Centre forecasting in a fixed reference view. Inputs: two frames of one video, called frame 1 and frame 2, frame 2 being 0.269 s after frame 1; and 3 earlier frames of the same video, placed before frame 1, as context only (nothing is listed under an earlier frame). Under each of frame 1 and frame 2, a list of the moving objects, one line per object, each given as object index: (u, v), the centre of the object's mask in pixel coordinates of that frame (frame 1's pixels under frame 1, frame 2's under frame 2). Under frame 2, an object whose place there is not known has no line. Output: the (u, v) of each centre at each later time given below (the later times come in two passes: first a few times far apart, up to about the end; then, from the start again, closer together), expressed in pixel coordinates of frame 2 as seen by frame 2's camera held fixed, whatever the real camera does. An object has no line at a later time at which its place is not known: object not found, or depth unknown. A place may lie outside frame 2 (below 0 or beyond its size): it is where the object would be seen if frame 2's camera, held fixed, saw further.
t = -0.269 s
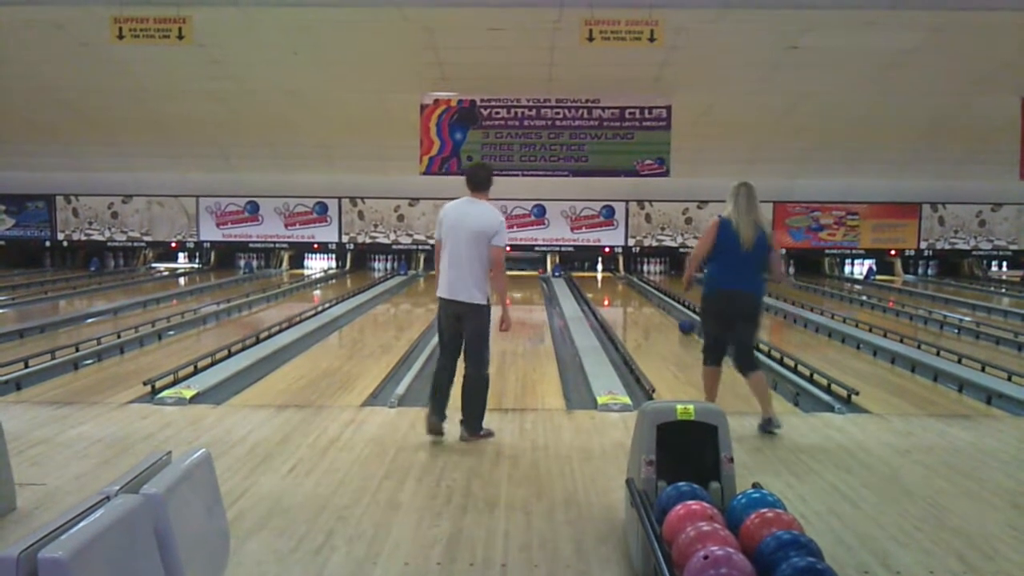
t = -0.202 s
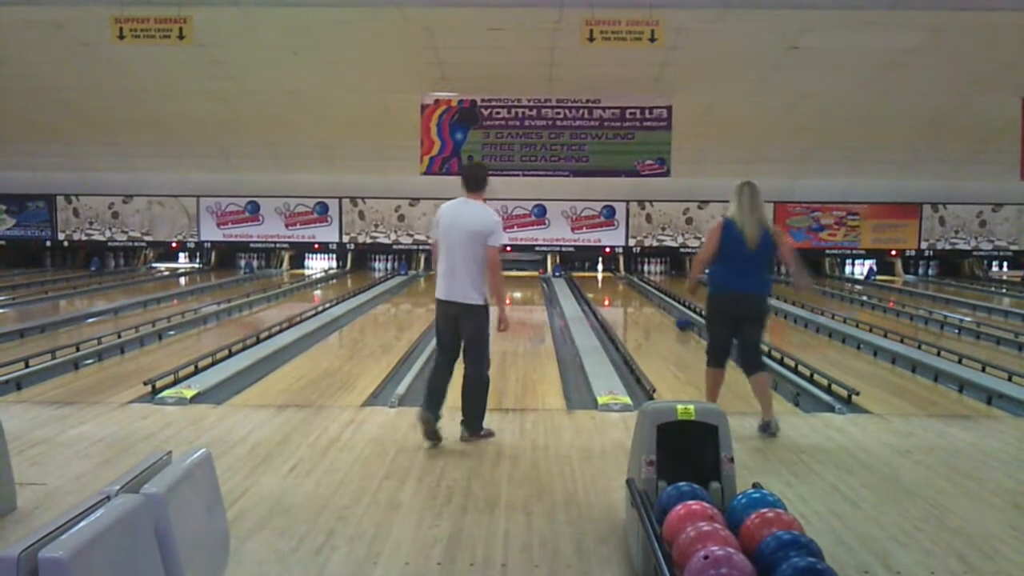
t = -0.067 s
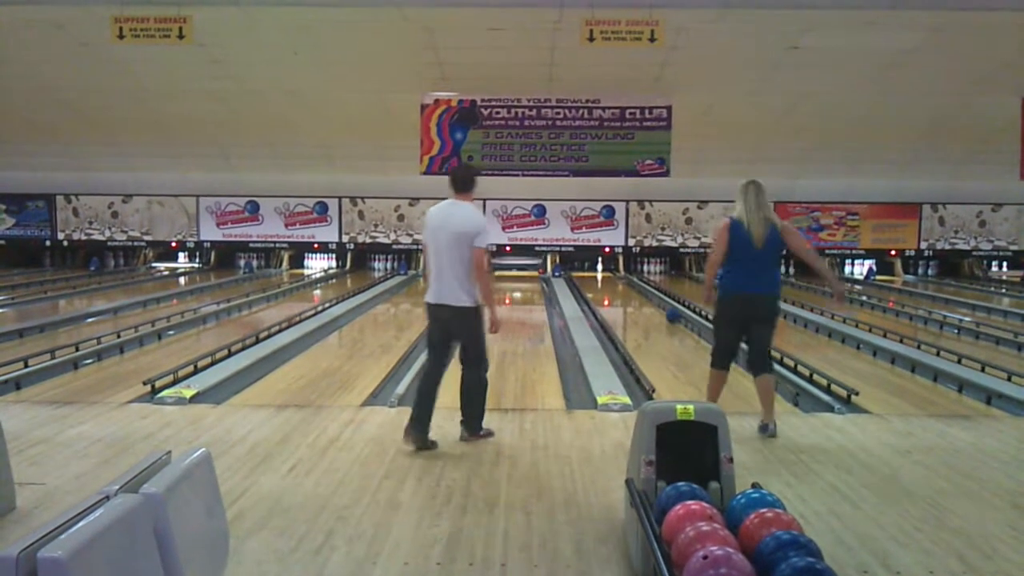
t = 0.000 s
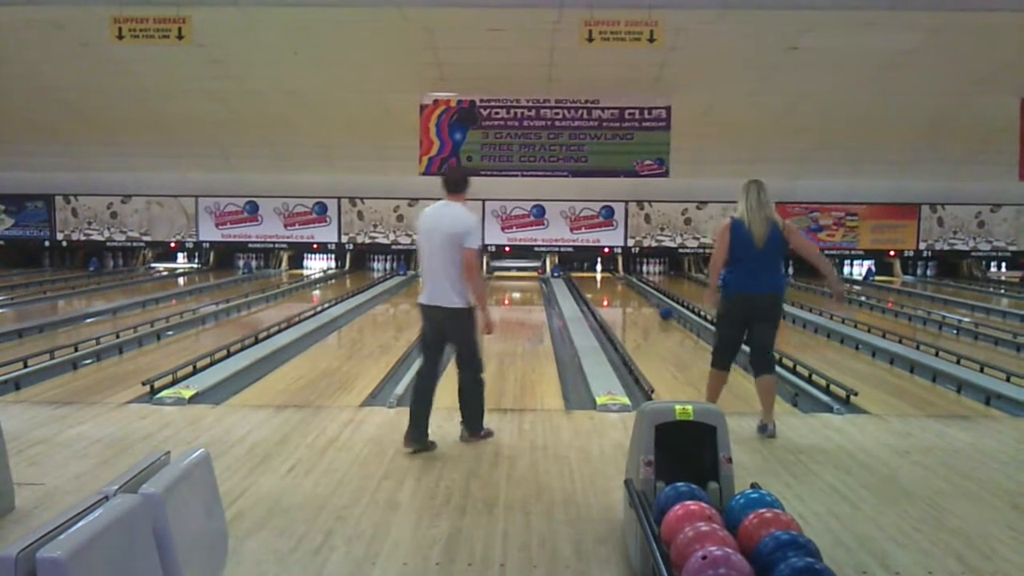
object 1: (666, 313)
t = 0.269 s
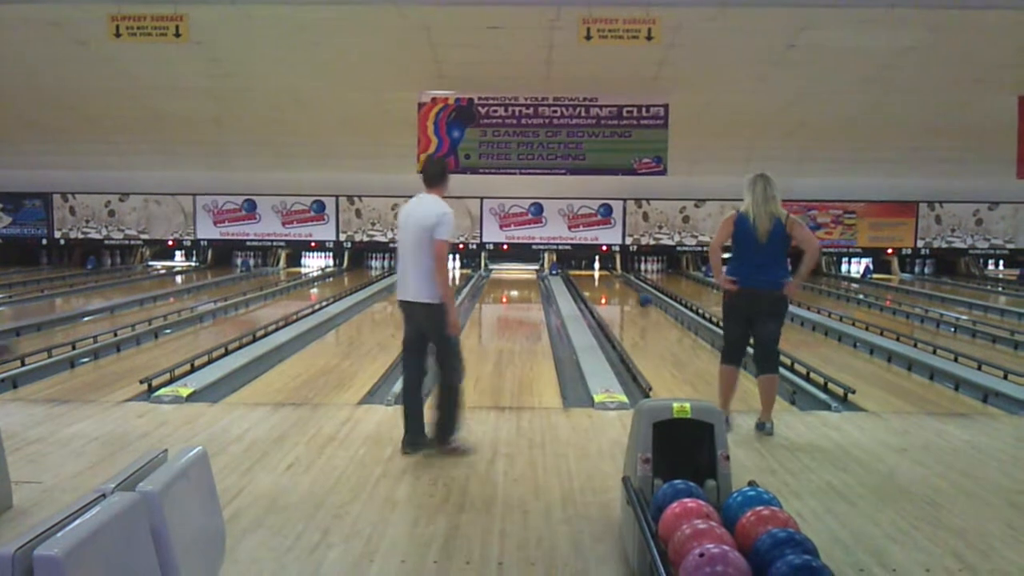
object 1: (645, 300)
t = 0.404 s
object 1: (635, 296)
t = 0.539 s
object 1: (628, 292)
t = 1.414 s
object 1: (590, 274)
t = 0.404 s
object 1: (635, 296)
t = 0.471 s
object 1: (632, 293)
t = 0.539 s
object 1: (628, 292)
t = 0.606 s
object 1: (624, 290)
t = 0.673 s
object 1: (621, 287)
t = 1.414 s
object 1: (590, 274)
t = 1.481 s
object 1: (588, 273)
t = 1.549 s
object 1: (585, 271)
